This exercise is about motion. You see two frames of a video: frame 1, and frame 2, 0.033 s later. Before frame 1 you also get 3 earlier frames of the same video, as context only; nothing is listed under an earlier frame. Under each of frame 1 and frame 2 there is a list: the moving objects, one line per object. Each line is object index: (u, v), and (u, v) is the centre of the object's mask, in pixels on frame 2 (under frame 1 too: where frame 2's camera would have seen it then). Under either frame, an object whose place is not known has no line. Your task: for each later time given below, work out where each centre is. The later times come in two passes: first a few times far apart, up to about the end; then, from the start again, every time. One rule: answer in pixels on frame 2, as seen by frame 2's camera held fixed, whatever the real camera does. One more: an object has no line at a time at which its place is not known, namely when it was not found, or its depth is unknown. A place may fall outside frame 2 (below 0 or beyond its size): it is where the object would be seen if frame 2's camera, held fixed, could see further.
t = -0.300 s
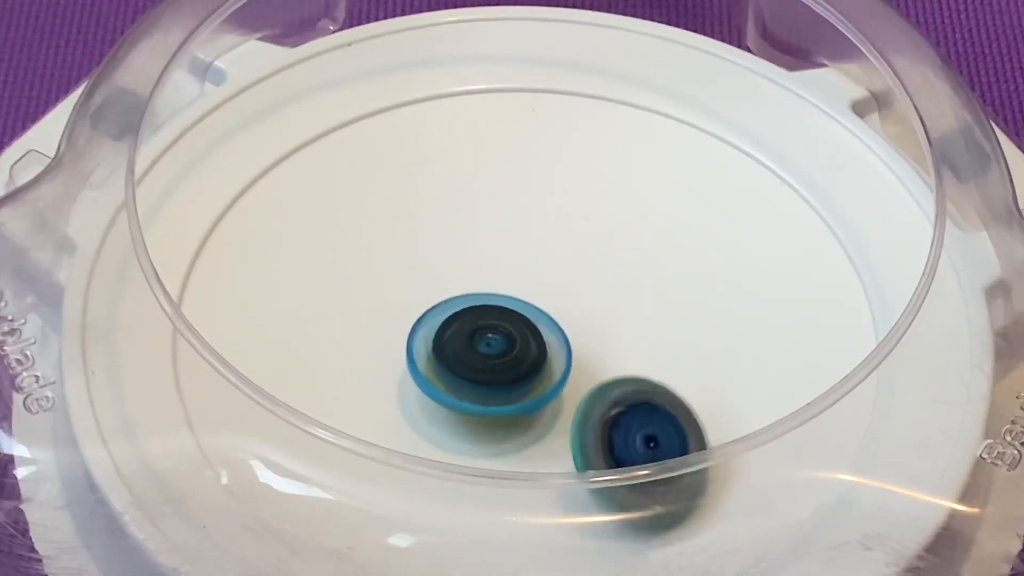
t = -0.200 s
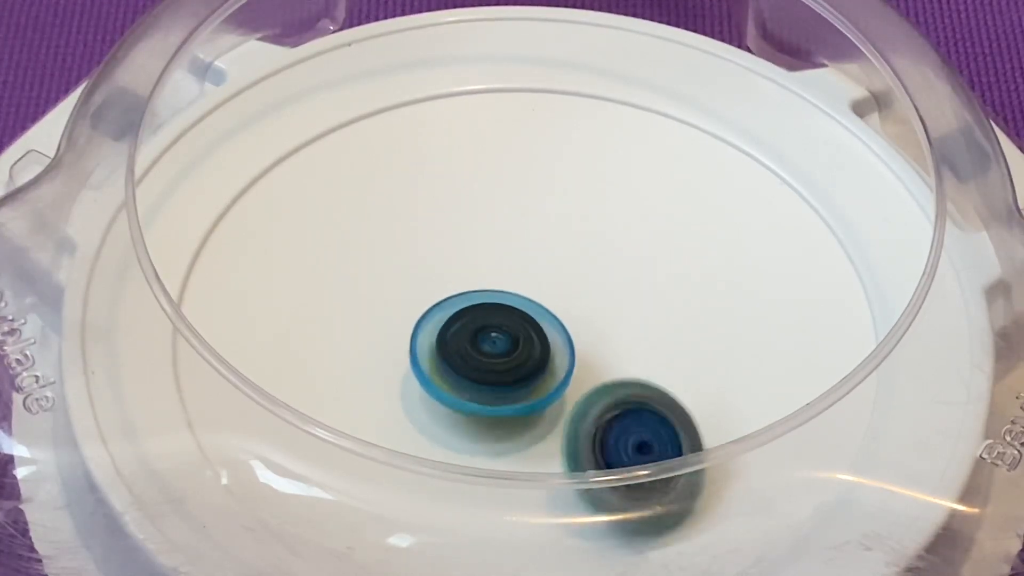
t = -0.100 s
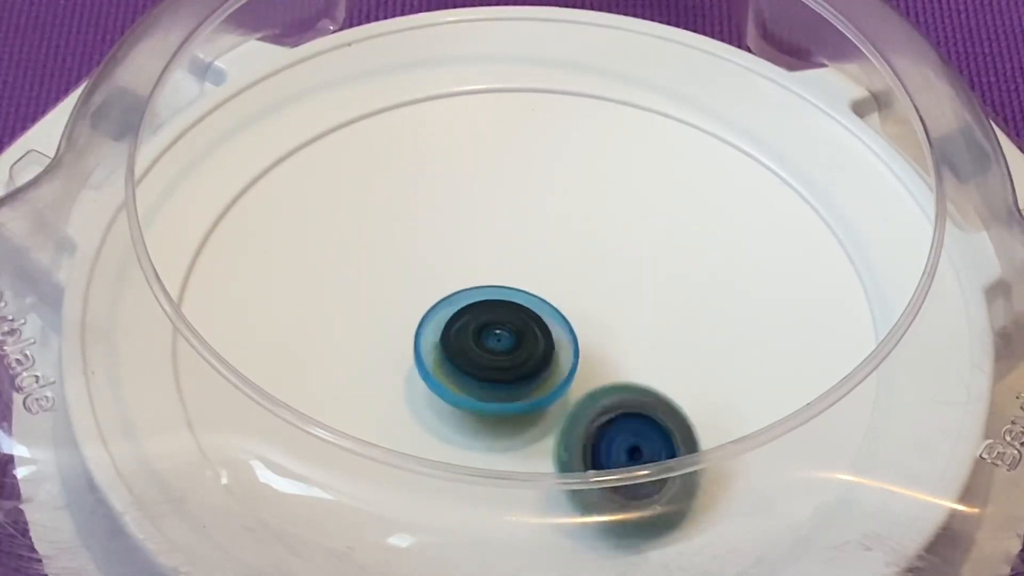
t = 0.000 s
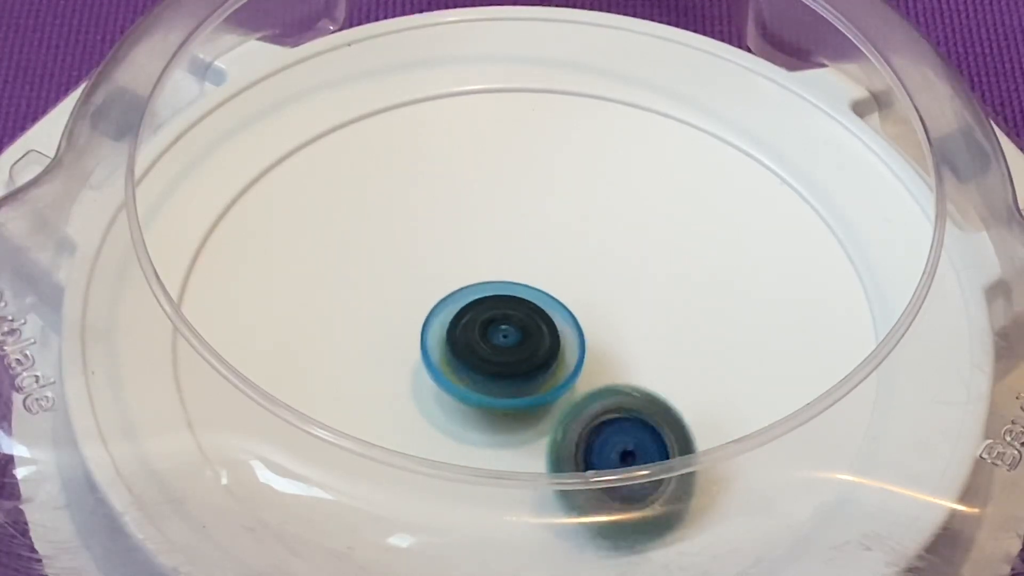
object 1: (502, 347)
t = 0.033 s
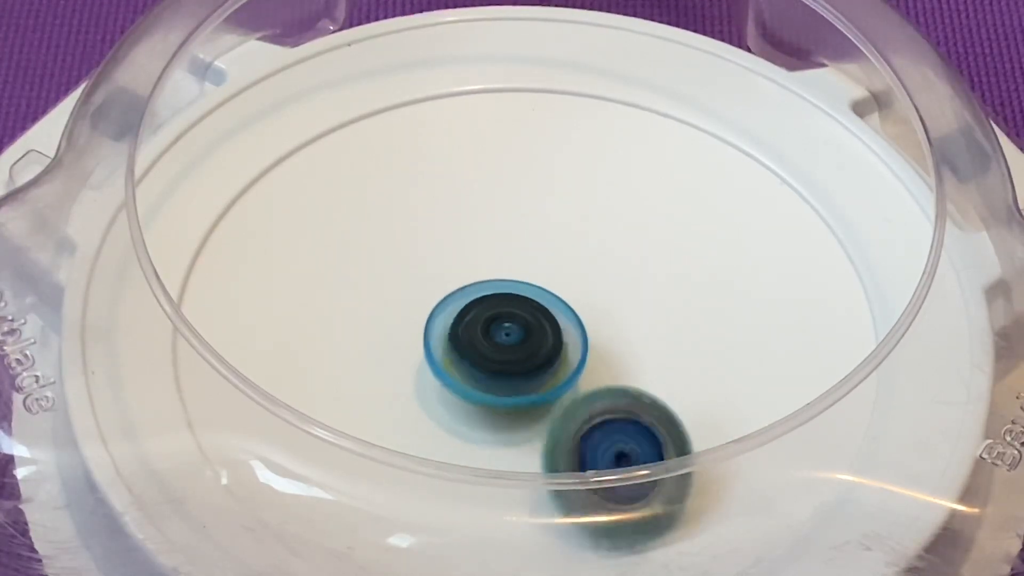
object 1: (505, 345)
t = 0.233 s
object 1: (527, 332)
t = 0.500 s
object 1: (556, 312)
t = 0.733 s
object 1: (569, 305)
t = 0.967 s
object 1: (570, 305)
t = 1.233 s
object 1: (565, 282)
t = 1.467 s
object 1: (546, 266)
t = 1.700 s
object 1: (524, 266)
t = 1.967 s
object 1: (495, 291)
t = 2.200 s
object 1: (482, 325)
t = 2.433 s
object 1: (480, 355)
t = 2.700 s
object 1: (488, 369)
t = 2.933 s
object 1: (478, 353)
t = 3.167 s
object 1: (470, 324)
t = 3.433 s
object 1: (457, 317)
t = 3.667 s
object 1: (420, 373)
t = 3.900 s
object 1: (435, 393)
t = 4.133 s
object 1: (475, 398)
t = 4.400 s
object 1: (543, 399)
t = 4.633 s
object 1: (599, 390)
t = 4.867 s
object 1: (628, 372)
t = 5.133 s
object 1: (631, 345)
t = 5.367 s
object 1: (618, 309)
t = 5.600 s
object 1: (616, 262)
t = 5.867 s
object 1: (599, 243)
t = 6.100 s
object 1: (567, 250)
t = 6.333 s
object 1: (514, 269)
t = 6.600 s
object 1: (449, 288)
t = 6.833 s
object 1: (417, 298)
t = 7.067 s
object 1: (414, 306)
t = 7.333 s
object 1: (440, 316)
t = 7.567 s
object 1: (463, 296)
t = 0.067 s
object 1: (508, 343)
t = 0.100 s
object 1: (512, 341)
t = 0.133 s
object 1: (515, 339)
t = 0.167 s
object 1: (519, 337)
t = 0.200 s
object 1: (523, 335)
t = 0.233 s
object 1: (527, 332)
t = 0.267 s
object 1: (531, 329)
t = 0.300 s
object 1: (535, 327)
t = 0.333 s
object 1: (539, 324)
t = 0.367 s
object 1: (543, 321)
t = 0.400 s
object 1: (546, 319)
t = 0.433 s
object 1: (550, 316)
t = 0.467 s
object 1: (553, 314)
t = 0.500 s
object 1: (556, 312)
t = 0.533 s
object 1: (559, 311)
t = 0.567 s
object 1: (561, 310)
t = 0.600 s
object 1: (563, 308)
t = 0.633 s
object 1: (565, 307)
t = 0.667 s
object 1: (567, 307)
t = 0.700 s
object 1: (568, 306)
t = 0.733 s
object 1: (569, 305)
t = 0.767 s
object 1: (569, 305)
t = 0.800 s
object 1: (570, 304)
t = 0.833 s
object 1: (570, 304)
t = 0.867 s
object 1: (571, 304)
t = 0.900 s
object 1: (571, 304)
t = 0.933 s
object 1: (570, 304)
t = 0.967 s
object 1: (570, 305)
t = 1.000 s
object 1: (569, 305)
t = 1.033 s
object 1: (568, 305)
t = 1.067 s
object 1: (567, 306)
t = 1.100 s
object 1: (566, 306)
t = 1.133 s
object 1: (568, 299)
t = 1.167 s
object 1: (569, 290)
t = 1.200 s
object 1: (567, 285)
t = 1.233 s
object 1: (565, 282)
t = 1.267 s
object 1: (562, 278)
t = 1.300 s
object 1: (559, 276)
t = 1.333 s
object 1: (557, 273)
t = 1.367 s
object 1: (554, 271)
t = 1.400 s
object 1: (551, 269)
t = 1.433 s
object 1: (549, 267)
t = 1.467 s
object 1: (546, 266)
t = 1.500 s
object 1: (543, 265)
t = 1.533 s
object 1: (540, 264)
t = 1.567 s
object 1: (537, 263)
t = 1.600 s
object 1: (534, 263)
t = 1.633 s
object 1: (531, 264)
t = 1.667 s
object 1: (527, 264)
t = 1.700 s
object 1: (524, 266)
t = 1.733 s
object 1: (520, 267)
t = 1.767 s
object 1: (516, 269)
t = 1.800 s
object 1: (512, 272)
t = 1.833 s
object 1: (509, 275)
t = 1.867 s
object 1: (505, 278)
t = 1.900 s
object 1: (502, 282)
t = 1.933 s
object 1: (498, 286)
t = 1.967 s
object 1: (495, 291)
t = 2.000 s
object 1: (492, 295)
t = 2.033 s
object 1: (490, 300)
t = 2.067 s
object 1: (488, 305)
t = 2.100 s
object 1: (486, 310)
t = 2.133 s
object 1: (484, 315)
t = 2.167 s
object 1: (483, 320)
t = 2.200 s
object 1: (482, 325)
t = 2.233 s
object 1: (481, 330)
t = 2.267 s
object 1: (481, 335)
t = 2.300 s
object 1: (480, 339)
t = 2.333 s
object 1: (480, 344)
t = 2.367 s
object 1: (480, 348)
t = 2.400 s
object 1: (480, 351)
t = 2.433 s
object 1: (480, 355)
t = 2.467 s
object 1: (481, 358)
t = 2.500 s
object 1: (481, 361)
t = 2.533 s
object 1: (482, 364)
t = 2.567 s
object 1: (483, 366)
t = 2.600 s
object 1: (483, 369)
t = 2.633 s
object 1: (484, 370)
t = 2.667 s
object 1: (485, 370)
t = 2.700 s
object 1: (488, 369)
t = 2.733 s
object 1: (483, 366)
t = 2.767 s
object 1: (481, 362)
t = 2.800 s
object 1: (481, 360)
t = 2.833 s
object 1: (479, 359)
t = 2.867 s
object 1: (479, 358)
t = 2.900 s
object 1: (479, 355)
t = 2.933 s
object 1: (478, 353)
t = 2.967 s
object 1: (475, 350)
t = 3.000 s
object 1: (474, 345)
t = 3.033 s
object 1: (472, 341)
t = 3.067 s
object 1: (470, 336)
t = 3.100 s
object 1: (469, 332)
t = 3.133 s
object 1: (469, 328)
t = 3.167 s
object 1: (470, 324)
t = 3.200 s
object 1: (458, 324)
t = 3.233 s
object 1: (449, 325)
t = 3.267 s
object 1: (447, 323)
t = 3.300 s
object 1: (448, 320)
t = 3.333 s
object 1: (451, 319)
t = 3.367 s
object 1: (454, 317)
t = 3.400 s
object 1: (459, 315)
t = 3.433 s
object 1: (457, 317)
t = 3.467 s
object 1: (435, 335)
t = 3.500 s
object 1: (424, 345)
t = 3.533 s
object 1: (421, 352)
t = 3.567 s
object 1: (420, 357)
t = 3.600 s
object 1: (419, 362)
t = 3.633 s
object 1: (419, 368)
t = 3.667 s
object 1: (420, 373)
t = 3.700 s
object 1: (422, 377)
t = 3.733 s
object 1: (423, 380)
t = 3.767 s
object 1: (424, 383)
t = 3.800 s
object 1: (427, 387)
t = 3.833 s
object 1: (431, 390)
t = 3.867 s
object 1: (433, 391)
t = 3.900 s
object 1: (435, 393)
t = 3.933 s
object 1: (439, 395)
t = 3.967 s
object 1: (444, 396)
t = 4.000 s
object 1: (449, 397)
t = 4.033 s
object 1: (454, 397)
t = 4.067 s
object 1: (460, 398)
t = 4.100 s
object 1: (468, 398)
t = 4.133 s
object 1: (475, 398)
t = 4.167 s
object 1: (482, 397)
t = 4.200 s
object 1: (490, 396)
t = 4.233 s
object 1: (498, 395)
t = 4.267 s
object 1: (508, 393)
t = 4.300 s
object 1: (516, 391)
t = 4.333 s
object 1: (526, 394)
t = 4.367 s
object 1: (534, 399)
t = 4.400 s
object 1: (543, 399)
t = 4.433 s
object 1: (552, 398)
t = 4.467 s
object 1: (560, 397)
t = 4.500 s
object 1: (569, 397)
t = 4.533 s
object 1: (578, 395)
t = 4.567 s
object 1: (586, 392)
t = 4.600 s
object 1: (592, 391)
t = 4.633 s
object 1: (599, 390)
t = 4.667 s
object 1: (605, 387)
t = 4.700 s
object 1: (609, 384)
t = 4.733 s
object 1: (614, 382)
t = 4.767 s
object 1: (619, 380)
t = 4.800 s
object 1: (623, 377)
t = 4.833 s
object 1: (624, 374)
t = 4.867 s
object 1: (628, 372)
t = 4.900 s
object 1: (630, 369)
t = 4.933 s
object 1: (632, 365)
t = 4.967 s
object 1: (632, 363)
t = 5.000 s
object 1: (633, 360)
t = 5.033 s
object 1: (634, 356)
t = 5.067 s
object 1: (633, 352)
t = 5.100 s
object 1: (632, 349)
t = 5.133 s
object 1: (631, 345)
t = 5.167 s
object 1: (630, 340)
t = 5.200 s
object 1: (627, 335)
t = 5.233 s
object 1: (624, 332)
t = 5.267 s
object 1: (622, 326)
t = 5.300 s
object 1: (620, 320)
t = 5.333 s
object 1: (618, 314)
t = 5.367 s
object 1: (618, 309)
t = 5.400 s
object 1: (620, 300)
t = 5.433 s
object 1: (618, 293)
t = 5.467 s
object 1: (618, 287)
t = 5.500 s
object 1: (619, 279)
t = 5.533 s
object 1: (617, 272)
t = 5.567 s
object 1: (616, 268)
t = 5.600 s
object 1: (616, 262)
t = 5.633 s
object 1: (614, 257)
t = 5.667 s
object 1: (612, 254)
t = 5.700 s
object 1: (611, 250)
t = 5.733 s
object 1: (608, 246)
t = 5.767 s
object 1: (605, 246)
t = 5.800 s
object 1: (605, 243)
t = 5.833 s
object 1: (602, 242)
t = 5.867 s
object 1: (599, 243)
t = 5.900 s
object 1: (598, 243)
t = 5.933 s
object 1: (593, 241)
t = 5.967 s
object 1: (588, 243)
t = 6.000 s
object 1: (585, 244)
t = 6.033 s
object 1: (579, 245)
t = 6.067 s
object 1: (572, 247)
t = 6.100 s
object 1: (567, 250)
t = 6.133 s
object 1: (561, 252)
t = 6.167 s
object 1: (553, 255)
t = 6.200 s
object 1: (546, 258)
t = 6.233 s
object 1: (539, 260)
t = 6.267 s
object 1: (530, 264)
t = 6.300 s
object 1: (522, 267)
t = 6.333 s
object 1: (514, 269)
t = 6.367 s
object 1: (505, 272)
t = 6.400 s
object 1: (497, 275)
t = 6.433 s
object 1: (489, 277)
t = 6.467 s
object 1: (480, 279)
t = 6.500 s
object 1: (472, 282)
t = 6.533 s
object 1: (464, 283)
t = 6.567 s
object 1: (455, 286)
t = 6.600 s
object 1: (449, 288)
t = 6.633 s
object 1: (443, 289)
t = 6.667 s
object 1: (436, 291)
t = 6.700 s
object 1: (431, 293)
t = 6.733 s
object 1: (428, 294)
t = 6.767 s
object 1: (423, 296)
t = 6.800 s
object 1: (420, 297)
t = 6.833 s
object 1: (417, 298)
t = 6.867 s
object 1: (414, 300)
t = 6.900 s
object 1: (415, 300)
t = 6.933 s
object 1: (414, 301)
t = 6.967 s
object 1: (413, 302)
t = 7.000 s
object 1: (414, 303)
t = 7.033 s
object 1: (414, 304)
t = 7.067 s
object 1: (414, 306)
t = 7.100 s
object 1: (416, 306)
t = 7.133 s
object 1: (419, 304)
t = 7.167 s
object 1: (421, 308)
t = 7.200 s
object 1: (424, 309)
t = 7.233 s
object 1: (427, 310)
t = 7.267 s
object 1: (431, 313)
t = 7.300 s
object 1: (436, 314)
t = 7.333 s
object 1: (440, 316)
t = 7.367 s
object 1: (445, 316)
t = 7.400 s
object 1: (449, 314)
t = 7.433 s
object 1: (452, 312)
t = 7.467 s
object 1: (456, 309)
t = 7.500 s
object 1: (460, 302)
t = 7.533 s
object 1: (462, 299)
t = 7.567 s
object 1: (463, 296)
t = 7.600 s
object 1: (466, 294)
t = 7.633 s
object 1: (470, 292)
